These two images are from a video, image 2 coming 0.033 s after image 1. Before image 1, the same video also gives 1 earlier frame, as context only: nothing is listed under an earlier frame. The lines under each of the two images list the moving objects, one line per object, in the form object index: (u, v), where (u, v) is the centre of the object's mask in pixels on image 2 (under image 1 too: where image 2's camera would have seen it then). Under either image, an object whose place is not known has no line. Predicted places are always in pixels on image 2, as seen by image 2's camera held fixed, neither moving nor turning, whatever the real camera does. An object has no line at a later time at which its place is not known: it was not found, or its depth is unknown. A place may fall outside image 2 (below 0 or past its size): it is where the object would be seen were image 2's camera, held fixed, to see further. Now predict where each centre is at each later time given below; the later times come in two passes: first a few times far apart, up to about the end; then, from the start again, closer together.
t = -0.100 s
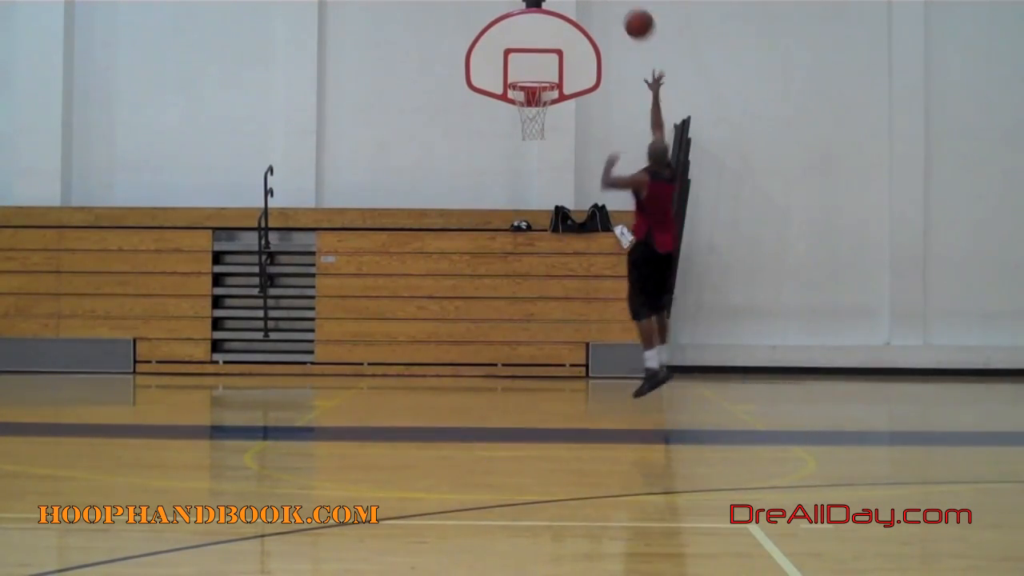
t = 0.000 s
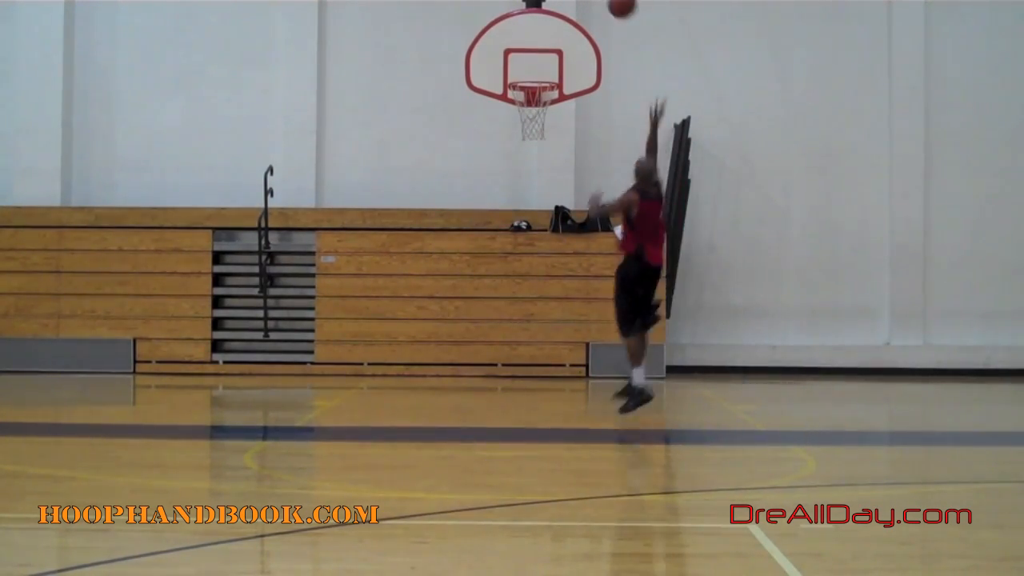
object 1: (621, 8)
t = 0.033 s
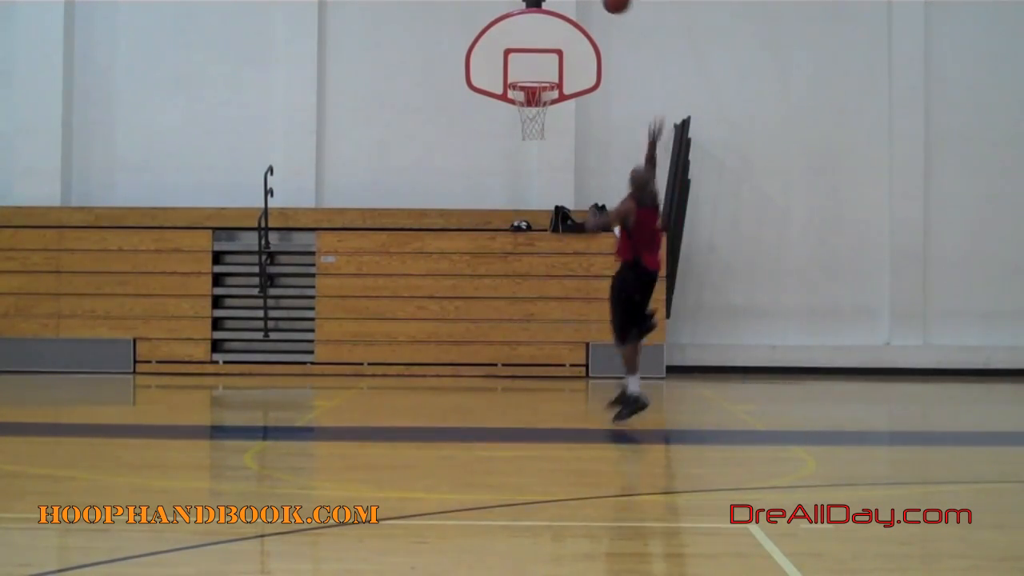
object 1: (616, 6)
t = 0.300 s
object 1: (576, 12)
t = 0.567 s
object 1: (543, 73)
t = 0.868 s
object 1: (531, 73)
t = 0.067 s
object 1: (611, 4)
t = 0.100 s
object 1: (605, 4)
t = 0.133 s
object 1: (600, 4)
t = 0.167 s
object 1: (595, 4)
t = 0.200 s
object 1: (590, 5)
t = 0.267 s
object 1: (581, 8)
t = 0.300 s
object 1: (576, 12)
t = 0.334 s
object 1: (572, 18)
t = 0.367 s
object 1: (568, 26)
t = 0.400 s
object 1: (563, 35)
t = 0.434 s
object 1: (559, 44)
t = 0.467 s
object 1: (555, 54)
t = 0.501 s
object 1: (550, 66)
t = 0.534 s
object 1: (546, 72)
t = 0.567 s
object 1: (543, 73)
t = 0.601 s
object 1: (540, 74)
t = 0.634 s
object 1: (537, 76)
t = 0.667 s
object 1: (533, 76)
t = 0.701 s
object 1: (528, 75)
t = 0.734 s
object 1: (523, 75)
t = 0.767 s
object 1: (522, 78)
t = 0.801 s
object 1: (525, 74)
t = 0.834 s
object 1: (528, 73)
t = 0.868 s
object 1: (531, 73)
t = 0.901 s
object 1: (534, 74)
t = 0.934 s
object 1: (537, 75)
